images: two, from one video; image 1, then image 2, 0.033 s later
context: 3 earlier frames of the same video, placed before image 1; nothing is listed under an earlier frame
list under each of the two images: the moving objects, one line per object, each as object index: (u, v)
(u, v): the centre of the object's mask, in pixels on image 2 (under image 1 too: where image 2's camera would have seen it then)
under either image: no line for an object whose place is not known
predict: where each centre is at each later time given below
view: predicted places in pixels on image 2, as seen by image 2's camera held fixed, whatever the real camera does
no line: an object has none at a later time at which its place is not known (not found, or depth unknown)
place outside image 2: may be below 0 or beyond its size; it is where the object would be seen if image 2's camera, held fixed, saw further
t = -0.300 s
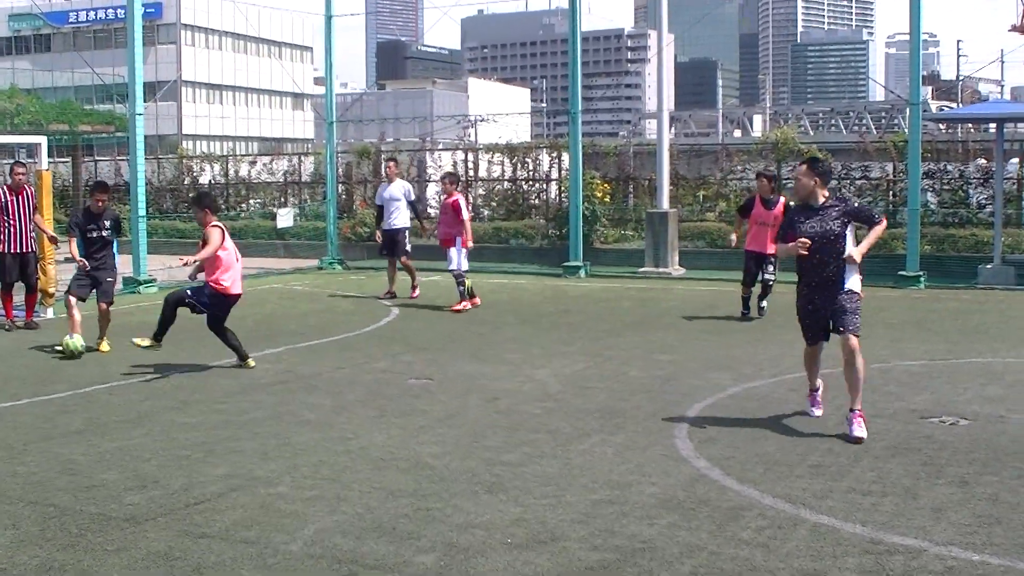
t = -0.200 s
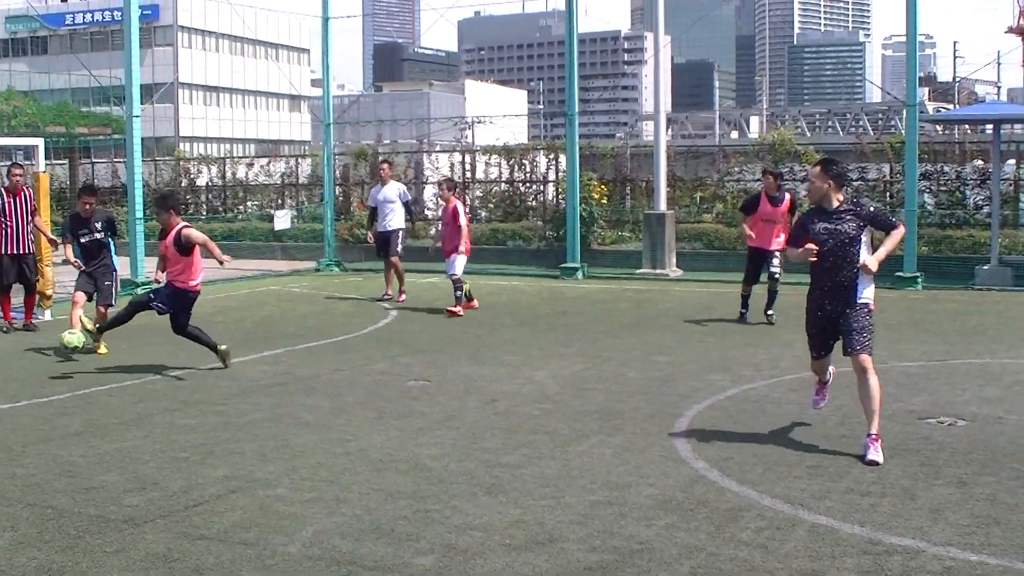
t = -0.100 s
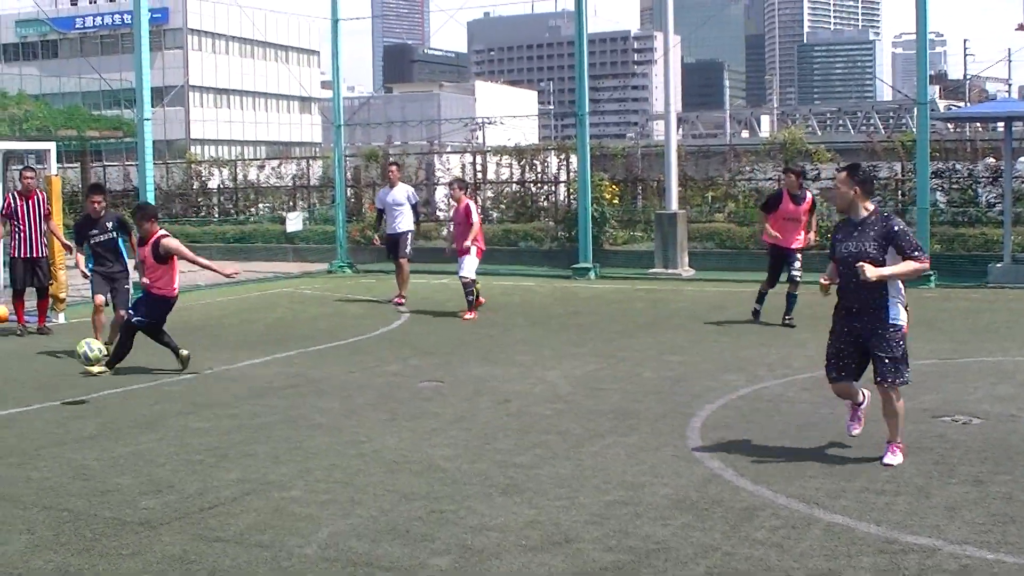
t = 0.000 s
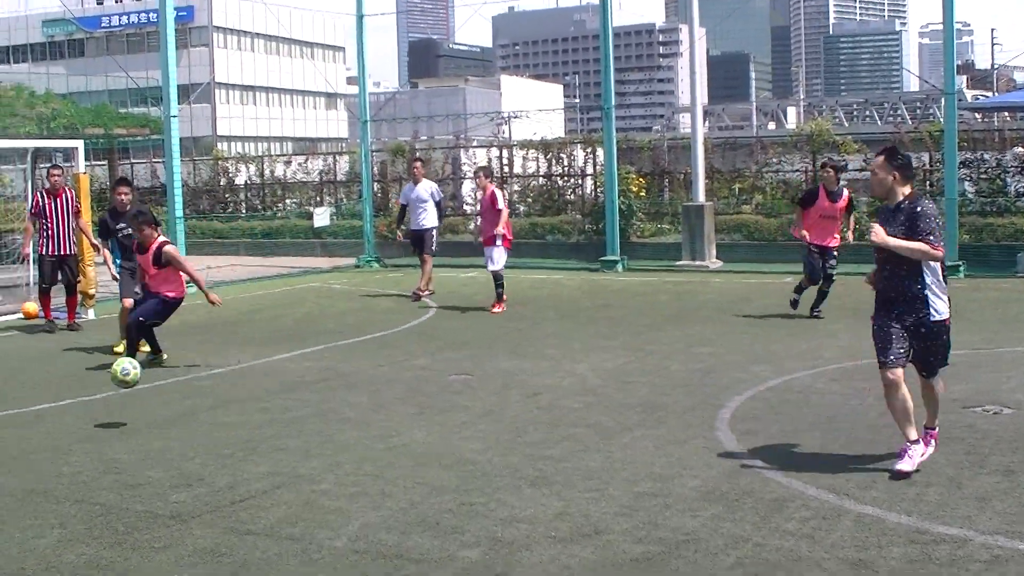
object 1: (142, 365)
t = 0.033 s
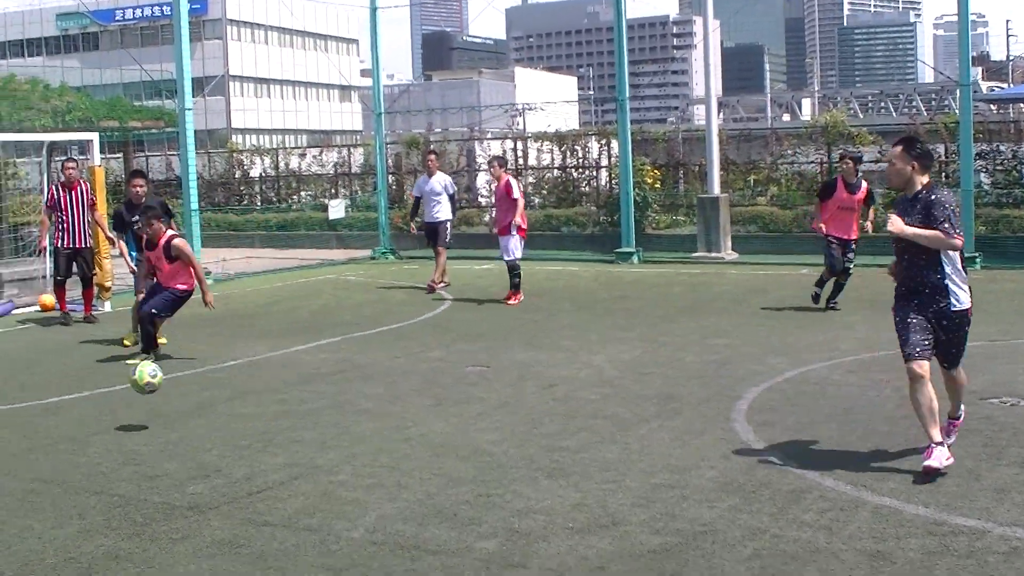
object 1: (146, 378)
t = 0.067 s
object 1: (149, 394)
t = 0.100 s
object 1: (152, 414)
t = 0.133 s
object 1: (157, 438)
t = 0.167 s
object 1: (162, 467)
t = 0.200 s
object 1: (166, 475)
